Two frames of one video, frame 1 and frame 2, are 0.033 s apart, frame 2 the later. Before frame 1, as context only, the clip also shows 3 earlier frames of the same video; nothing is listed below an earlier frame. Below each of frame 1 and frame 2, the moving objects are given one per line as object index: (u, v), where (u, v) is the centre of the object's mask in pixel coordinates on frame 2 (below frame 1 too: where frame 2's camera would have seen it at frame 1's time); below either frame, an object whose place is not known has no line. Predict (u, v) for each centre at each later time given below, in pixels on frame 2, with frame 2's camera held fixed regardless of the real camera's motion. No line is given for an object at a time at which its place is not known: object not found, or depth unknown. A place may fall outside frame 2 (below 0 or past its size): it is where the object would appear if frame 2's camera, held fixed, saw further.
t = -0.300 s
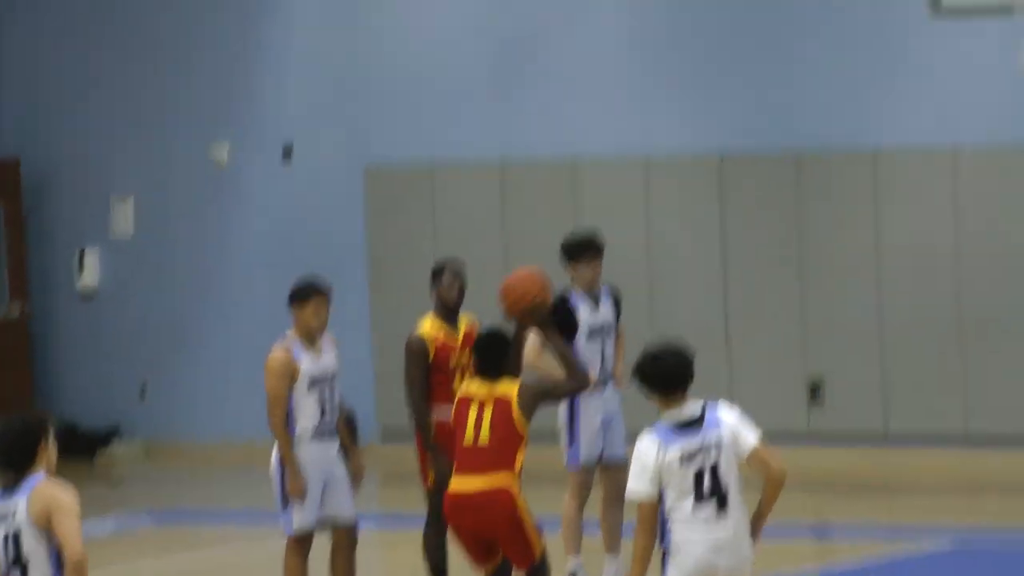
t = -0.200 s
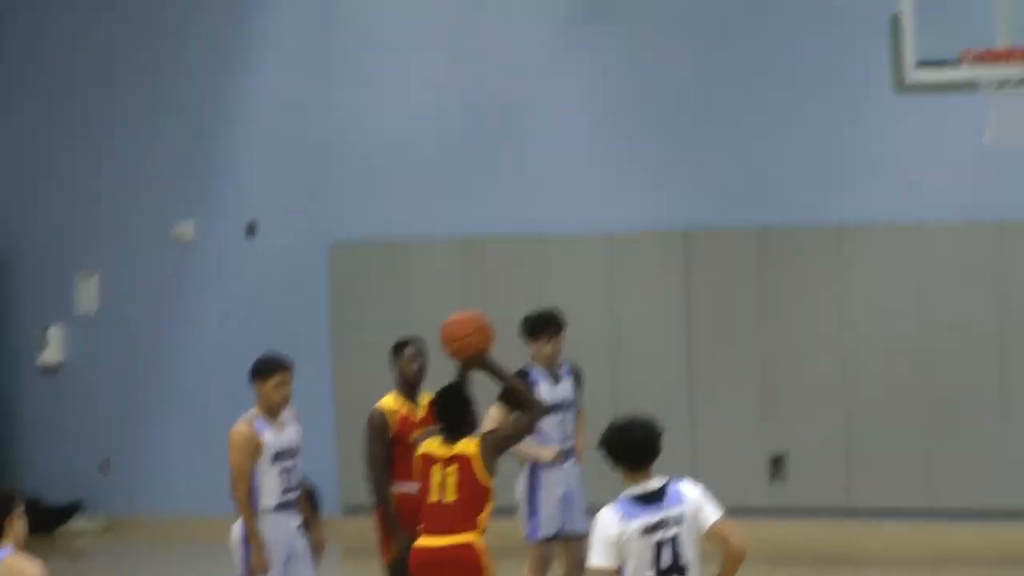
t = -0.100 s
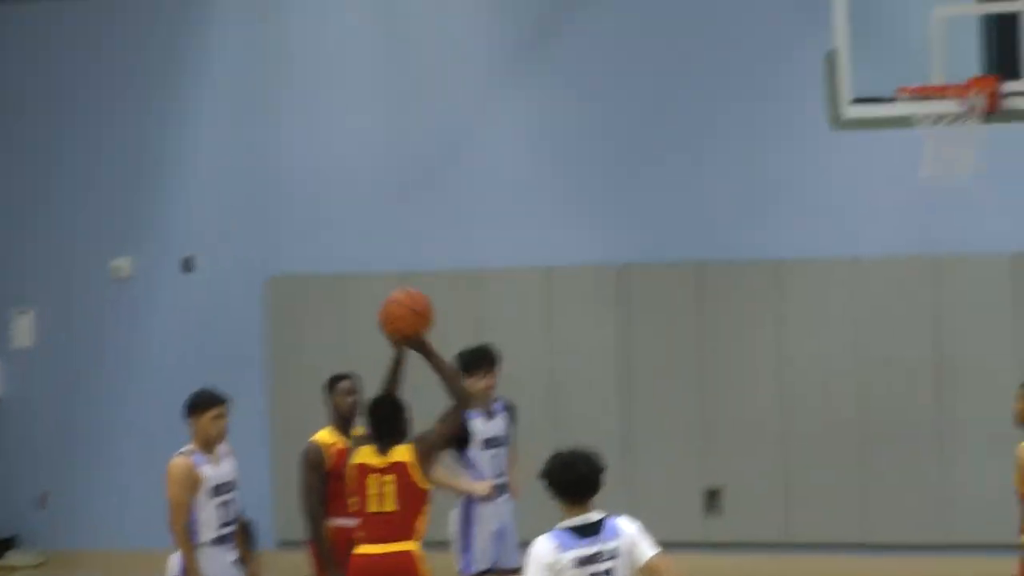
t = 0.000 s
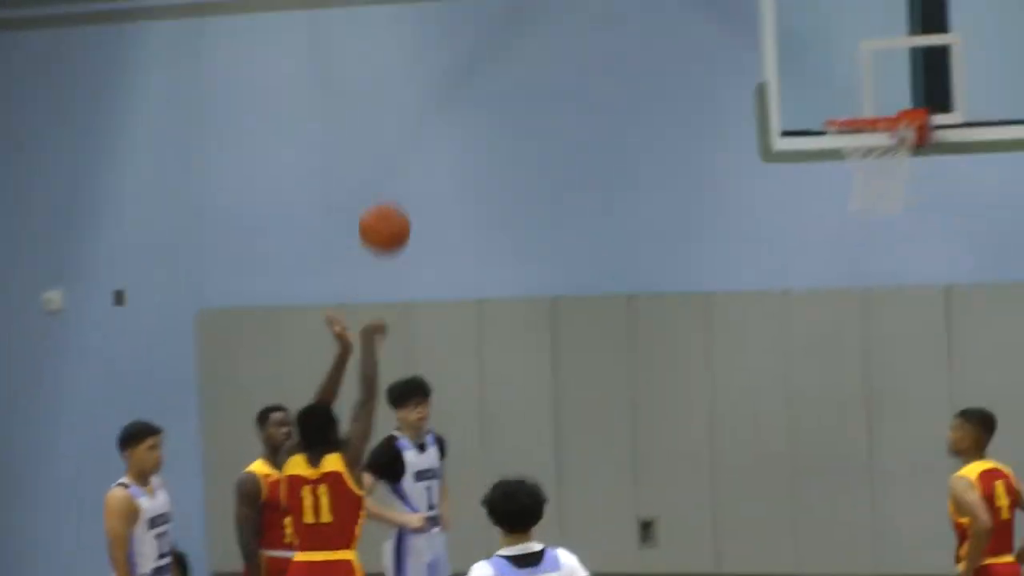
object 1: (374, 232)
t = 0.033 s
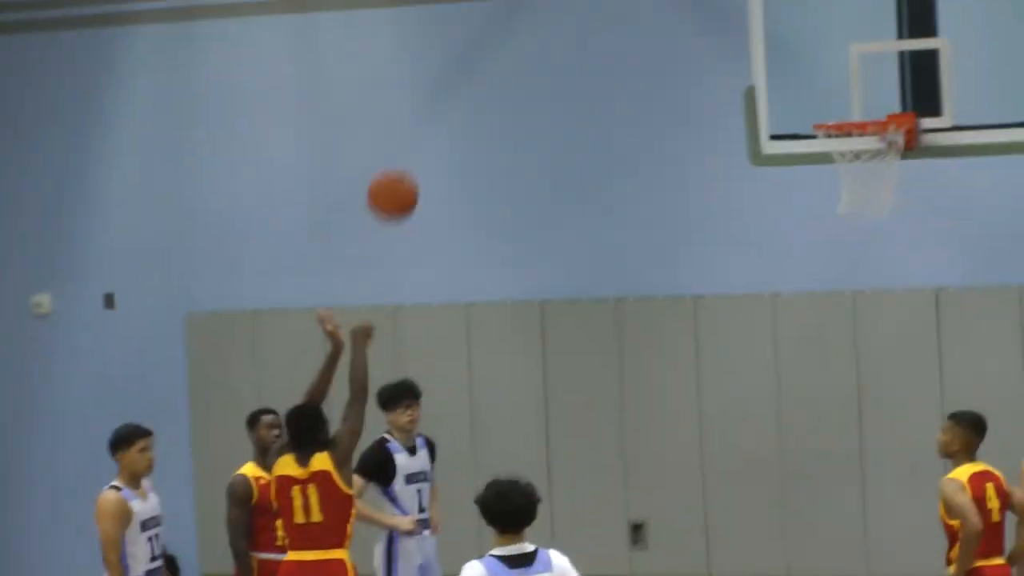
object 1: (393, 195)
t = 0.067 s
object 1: (411, 160)
